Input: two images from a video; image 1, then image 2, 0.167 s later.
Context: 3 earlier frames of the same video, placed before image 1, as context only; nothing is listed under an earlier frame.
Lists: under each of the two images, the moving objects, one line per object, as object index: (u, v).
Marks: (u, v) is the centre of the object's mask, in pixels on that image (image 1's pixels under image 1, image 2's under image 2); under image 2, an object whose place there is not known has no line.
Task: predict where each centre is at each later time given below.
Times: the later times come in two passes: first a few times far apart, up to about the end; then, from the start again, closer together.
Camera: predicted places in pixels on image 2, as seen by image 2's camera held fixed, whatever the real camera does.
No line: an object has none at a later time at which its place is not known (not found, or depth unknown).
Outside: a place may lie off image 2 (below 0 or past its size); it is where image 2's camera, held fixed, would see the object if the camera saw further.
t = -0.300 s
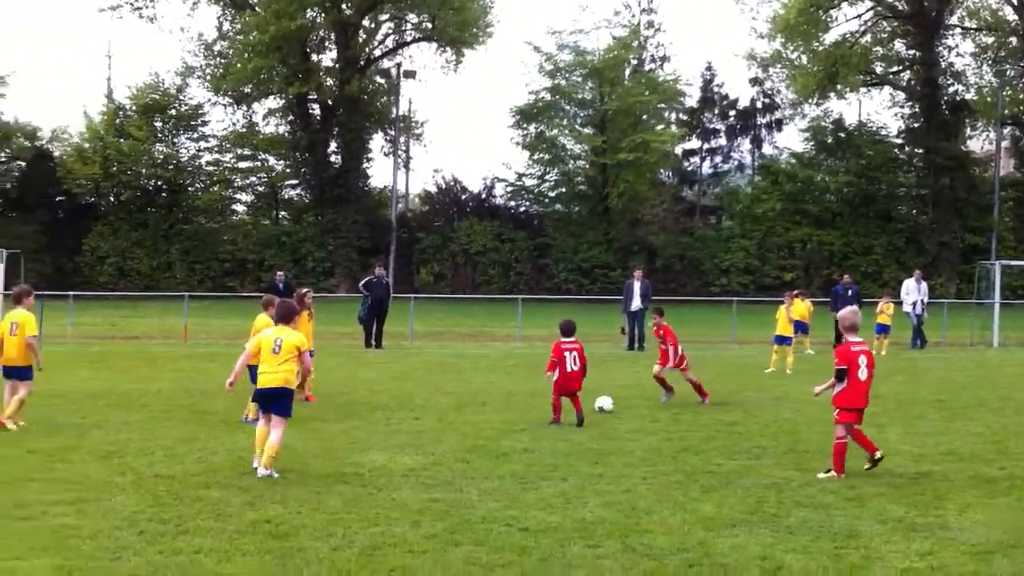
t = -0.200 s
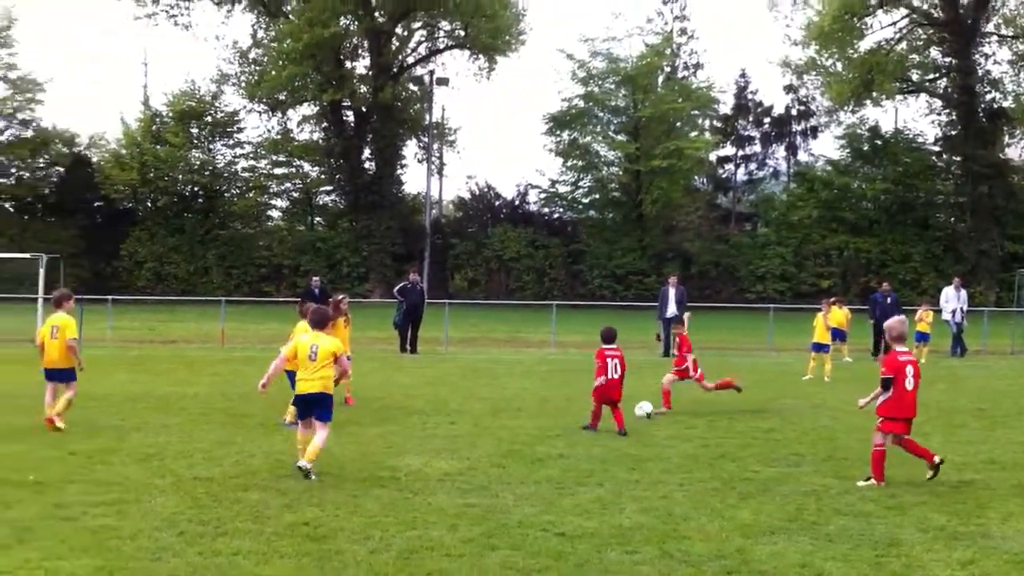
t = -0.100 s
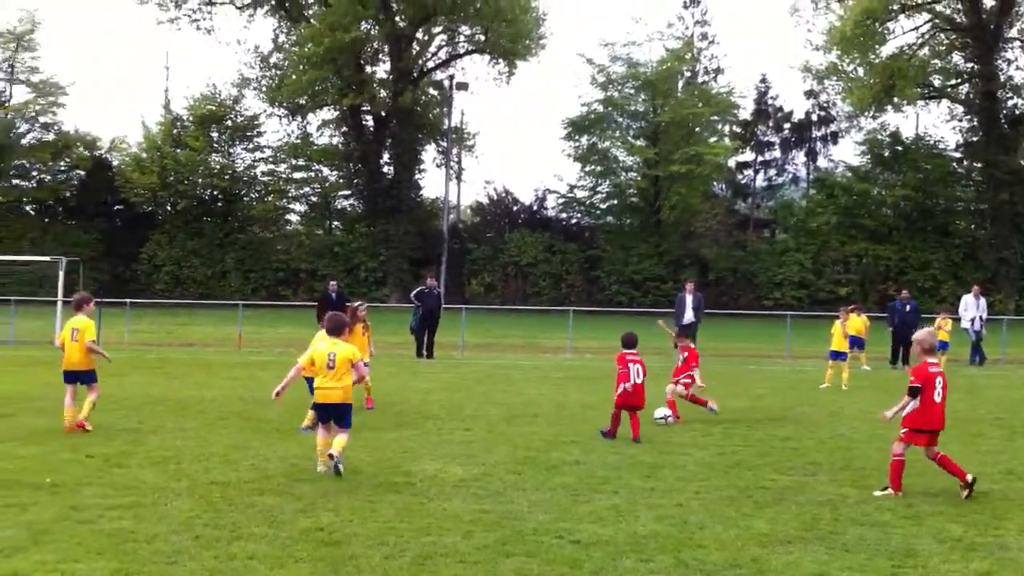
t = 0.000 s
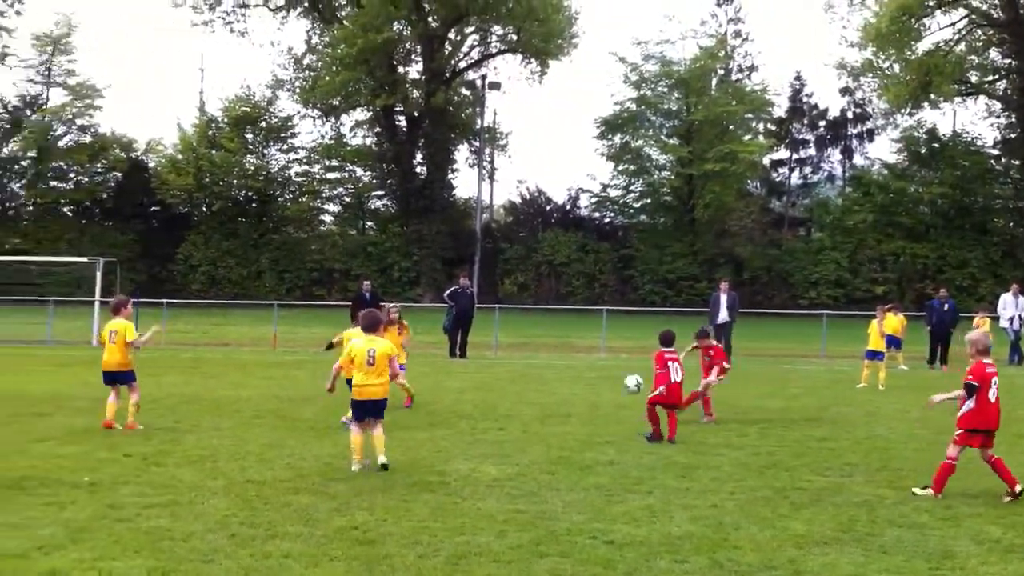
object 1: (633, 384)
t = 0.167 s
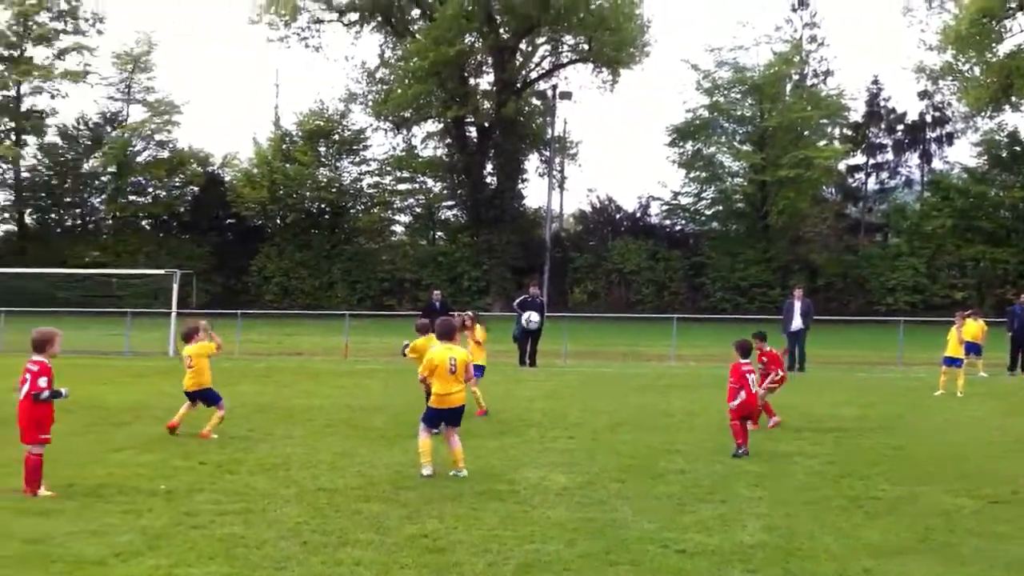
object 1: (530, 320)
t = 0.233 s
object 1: (463, 299)
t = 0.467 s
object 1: (235, 252)
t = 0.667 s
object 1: (50, 245)
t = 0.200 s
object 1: (497, 308)
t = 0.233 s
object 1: (463, 299)
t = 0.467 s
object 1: (235, 252)
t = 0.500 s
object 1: (205, 249)
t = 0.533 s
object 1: (174, 247)
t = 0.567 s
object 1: (143, 245)
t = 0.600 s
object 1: (113, 244)
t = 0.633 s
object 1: (82, 244)
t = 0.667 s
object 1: (50, 245)
